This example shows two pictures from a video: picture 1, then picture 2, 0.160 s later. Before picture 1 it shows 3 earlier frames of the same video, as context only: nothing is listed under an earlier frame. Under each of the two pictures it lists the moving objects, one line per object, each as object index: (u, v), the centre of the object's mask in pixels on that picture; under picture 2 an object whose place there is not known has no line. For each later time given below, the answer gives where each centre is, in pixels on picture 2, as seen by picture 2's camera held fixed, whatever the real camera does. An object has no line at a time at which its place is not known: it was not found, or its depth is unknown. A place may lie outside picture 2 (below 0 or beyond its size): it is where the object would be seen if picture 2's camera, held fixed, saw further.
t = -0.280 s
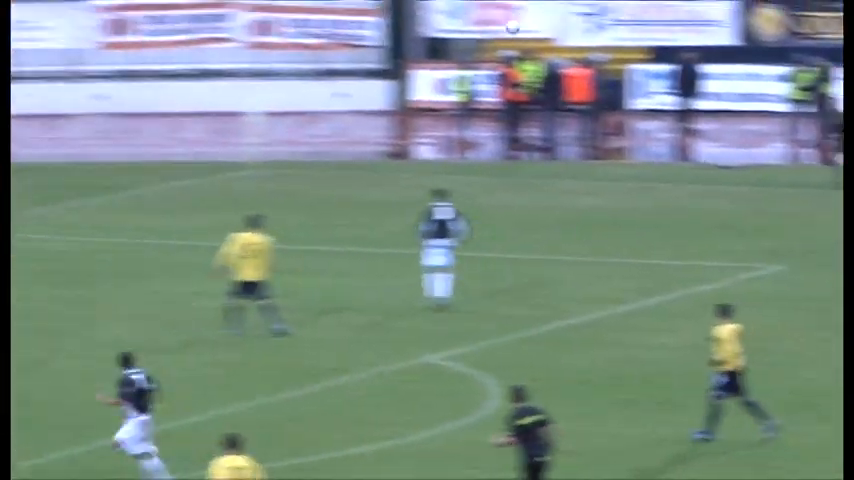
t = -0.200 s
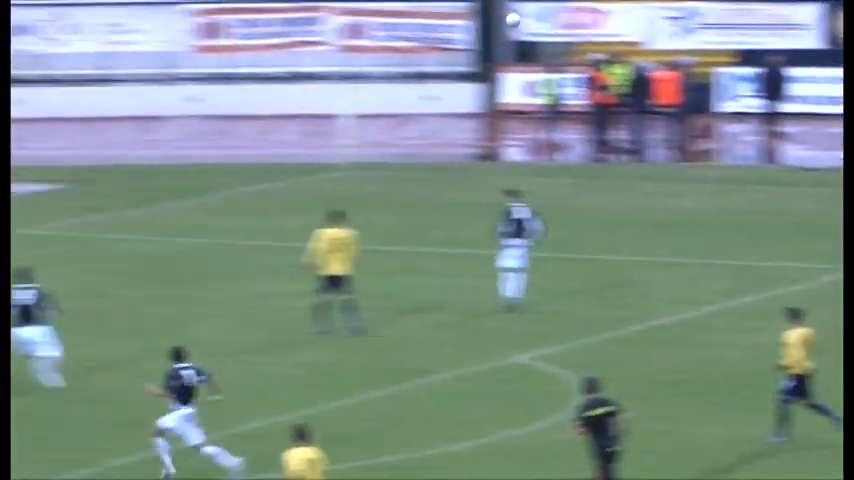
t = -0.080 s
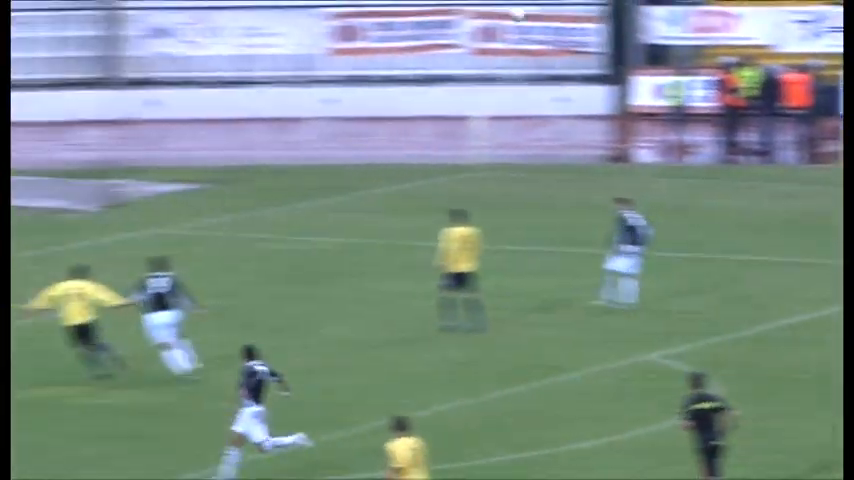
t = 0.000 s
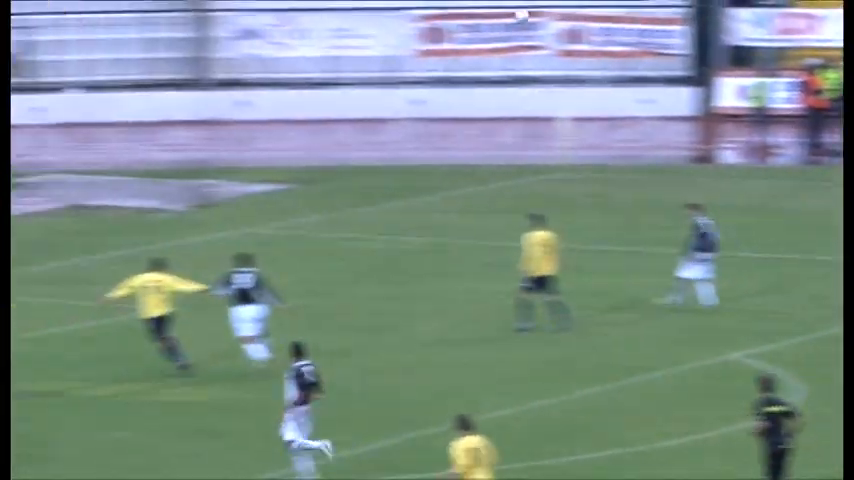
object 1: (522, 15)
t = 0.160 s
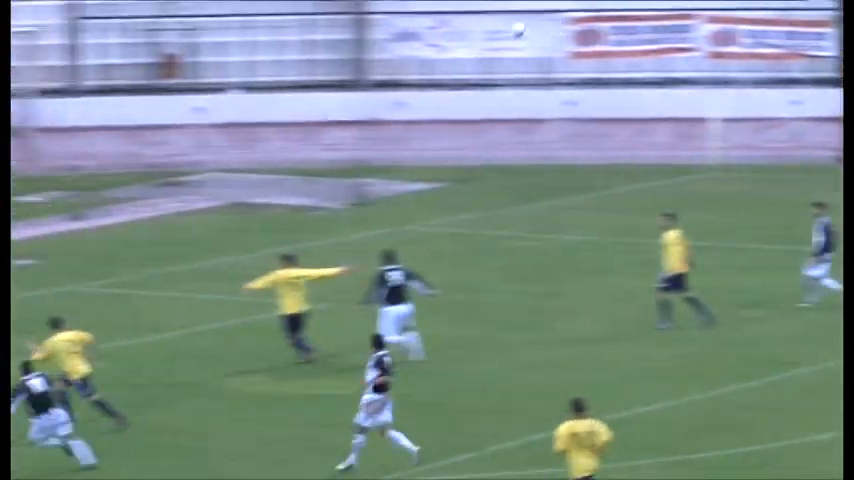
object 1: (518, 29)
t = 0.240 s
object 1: (442, 41)
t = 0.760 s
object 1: (-1, 208)
